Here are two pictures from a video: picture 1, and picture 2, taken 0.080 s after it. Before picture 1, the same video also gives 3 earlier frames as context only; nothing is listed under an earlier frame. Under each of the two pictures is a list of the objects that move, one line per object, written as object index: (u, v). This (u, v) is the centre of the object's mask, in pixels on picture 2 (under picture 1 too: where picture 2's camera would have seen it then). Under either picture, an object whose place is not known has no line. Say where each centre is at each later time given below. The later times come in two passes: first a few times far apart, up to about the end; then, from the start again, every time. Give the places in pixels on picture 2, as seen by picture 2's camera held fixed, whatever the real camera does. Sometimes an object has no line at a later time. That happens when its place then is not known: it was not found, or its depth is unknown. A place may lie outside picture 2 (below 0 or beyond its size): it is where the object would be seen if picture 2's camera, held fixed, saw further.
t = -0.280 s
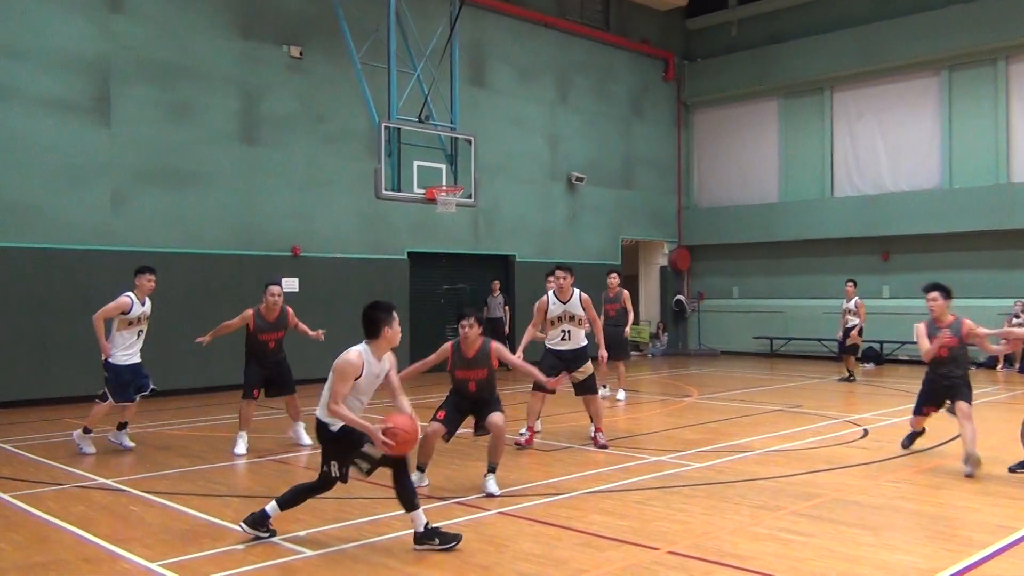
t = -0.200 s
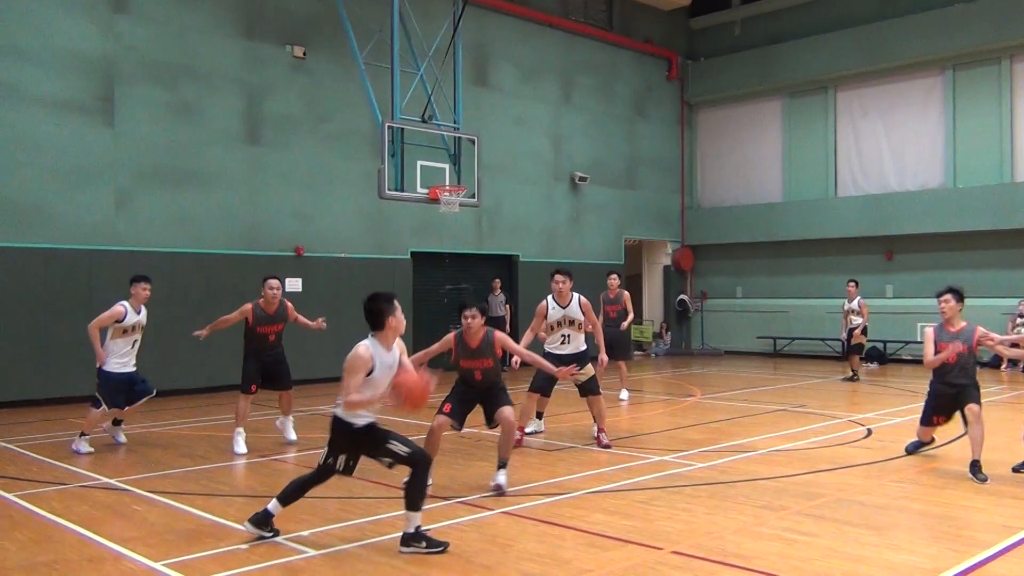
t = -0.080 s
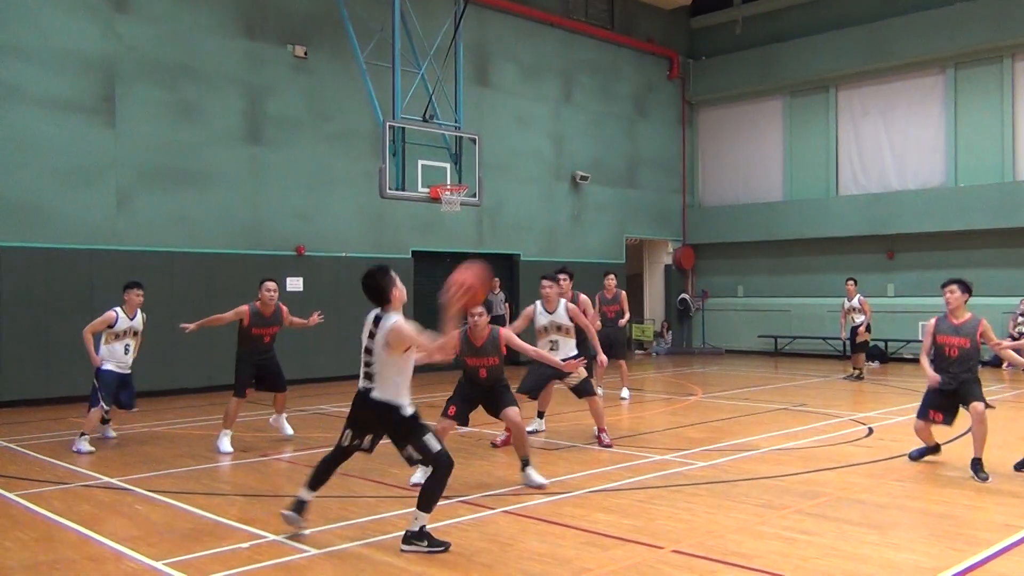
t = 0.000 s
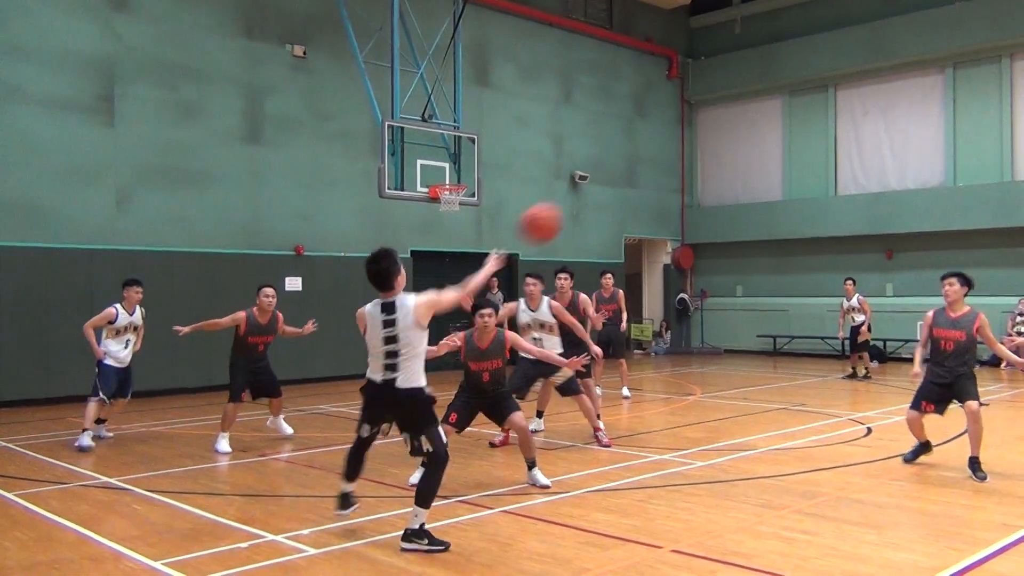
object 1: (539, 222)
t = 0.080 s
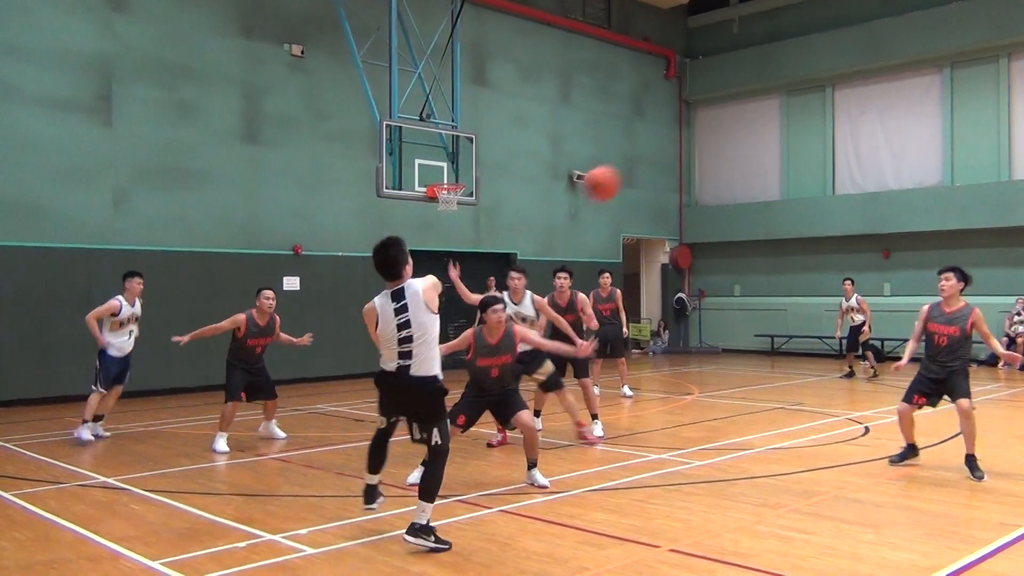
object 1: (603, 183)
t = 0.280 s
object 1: (714, 139)
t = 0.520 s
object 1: (802, 148)
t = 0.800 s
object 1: (869, 204)
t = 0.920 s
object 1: (891, 238)
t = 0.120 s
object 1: (630, 169)
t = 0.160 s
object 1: (653, 157)
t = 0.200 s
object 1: (676, 149)
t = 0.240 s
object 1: (696, 143)
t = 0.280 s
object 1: (714, 139)
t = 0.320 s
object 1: (732, 137)
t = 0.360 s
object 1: (748, 137)
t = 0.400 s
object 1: (763, 138)
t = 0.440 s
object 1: (776, 140)
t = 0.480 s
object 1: (789, 144)
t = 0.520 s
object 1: (802, 148)
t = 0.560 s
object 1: (813, 154)
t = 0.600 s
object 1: (823, 160)
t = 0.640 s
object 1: (834, 167)
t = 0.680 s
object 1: (844, 176)
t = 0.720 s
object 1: (852, 184)
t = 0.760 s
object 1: (861, 195)
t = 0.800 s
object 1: (869, 204)
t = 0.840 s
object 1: (876, 214)
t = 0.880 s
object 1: (884, 226)
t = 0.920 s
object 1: (891, 238)
